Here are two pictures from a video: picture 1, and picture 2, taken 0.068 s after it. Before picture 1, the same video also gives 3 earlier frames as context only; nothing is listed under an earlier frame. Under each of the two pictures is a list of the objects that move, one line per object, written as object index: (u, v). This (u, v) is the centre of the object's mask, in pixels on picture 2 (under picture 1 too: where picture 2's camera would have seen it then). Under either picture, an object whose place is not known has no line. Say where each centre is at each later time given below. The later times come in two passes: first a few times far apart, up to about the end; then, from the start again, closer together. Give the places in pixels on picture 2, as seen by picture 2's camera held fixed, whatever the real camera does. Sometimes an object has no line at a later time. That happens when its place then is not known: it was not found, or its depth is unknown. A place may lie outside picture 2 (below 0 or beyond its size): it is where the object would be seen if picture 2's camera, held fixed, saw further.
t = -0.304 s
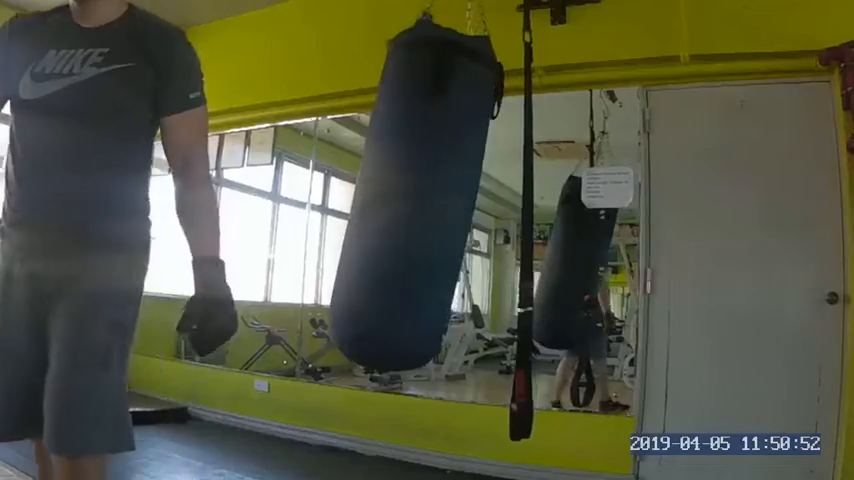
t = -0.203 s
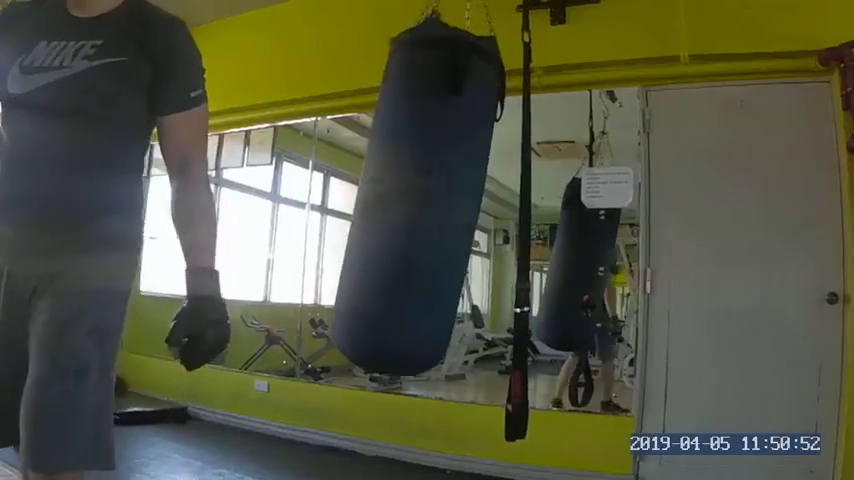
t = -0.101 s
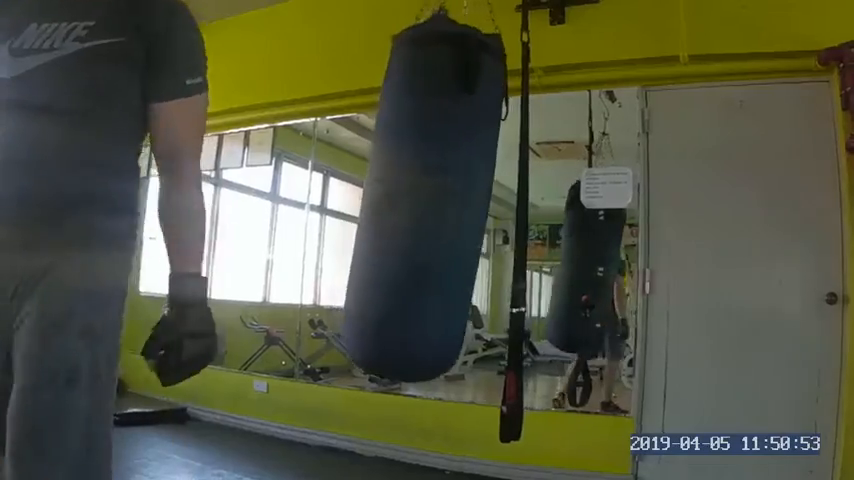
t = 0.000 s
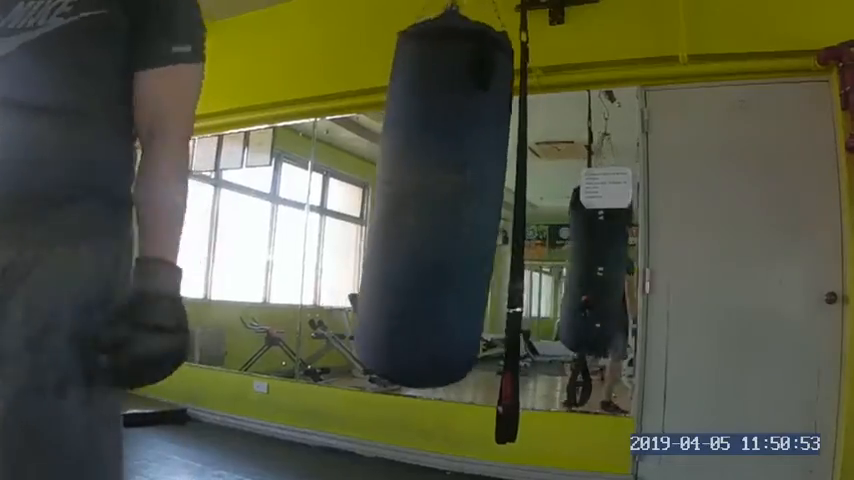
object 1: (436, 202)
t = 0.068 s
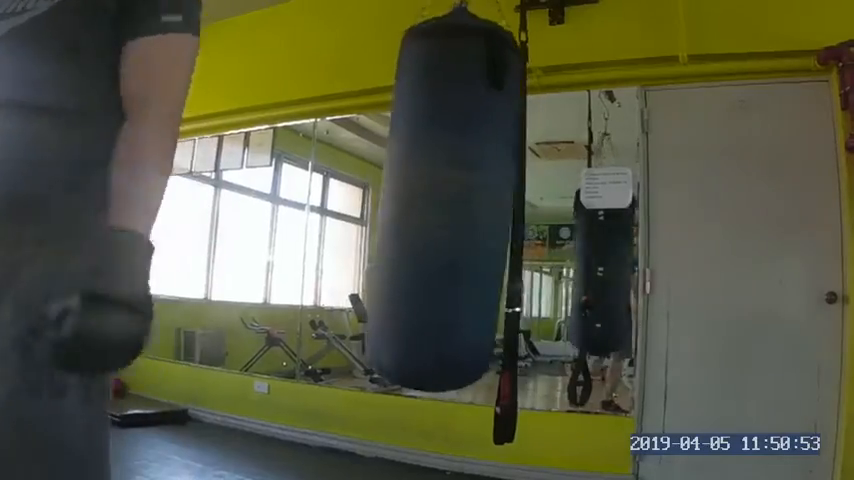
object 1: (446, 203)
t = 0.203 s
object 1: (468, 201)
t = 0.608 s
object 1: (517, 191)
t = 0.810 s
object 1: (513, 192)
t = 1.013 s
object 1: (498, 195)
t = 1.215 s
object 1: (471, 200)
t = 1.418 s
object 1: (444, 201)
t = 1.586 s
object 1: (427, 198)
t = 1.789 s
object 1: (417, 194)
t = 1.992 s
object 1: (418, 196)
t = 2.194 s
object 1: (429, 200)
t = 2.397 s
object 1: (452, 204)
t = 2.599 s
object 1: (478, 202)
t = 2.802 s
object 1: (502, 199)
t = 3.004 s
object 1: (512, 199)
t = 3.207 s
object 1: (506, 199)
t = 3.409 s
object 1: (486, 200)
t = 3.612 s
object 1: (459, 202)
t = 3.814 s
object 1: (435, 200)
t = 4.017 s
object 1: (421, 198)
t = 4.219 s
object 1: (418, 198)
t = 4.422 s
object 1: (427, 199)
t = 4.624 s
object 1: (445, 203)
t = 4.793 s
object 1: (464, 205)
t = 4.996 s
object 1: (488, 201)
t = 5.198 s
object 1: (504, 198)
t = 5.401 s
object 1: (506, 196)
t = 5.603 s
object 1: (491, 197)
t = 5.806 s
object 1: (467, 198)
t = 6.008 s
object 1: (443, 198)
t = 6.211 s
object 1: (425, 198)
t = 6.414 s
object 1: (420, 197)
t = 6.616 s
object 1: (426, 197)
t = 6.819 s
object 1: (441, 200)
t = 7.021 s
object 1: (461, 204)
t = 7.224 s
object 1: (483, 204)
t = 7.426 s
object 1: (499, 201)
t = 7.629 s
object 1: (503, 199)
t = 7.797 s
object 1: (496, 200)
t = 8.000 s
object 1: (474, 200)
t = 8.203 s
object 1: (450, 200)
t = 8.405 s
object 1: (428, 199)
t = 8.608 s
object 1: (417, 199)
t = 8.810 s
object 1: (421, 198)
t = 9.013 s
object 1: (433, 200)
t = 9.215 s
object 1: (453, 203)
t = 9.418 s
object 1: (476, 204)
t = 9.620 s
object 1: (494, 203)
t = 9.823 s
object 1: (502, 201)
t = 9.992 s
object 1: (499, 200)
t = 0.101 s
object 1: (452, 204)
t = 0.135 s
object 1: (457, 204)
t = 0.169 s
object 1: (462, 202)
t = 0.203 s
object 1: (468, 201)
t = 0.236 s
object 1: (474, 201)
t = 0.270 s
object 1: (481, 199)
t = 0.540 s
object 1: (515, 192)
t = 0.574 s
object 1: (516, 192)
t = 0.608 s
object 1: (517, 191)
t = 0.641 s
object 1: (517, 191)
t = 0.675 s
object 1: (516, 191)
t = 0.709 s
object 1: (516, 191)
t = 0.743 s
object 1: (515, 192)
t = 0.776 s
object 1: (513, 192)
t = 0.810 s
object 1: (513, 192)
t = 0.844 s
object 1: (513, 193)
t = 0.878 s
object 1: (510, 193)
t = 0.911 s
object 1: (508, 194)
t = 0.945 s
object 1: (504, 195)
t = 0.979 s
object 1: (500, 195)
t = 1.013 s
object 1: (498, 195)
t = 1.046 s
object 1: (494, 196)
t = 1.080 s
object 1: (489, 198)
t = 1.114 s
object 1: (486, 200)
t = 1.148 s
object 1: (481, 201)
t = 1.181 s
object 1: (476, 200)
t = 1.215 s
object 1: (471, 200)
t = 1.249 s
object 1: (466, 200)
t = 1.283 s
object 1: (462, 202)
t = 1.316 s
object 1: (456, 201)
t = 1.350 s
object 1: (452, 200)
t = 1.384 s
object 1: (447, 201)
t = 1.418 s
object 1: (444, 201)
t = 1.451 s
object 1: (440, 199)
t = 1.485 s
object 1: (437, 199)
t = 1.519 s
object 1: (433, 199)
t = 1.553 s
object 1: (430, 198)
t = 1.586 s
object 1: (427, 198)
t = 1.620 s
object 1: (425, 196)
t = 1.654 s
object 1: (422, 196)
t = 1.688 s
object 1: (421, 195)
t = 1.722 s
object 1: (419, 194)
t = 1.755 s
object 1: (417, 195)
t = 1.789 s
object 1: (417, 194)
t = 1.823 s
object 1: (416, 195)
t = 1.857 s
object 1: (416, 195)
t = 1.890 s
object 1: (416, 195)
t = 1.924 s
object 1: (416, 195)
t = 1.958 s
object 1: (417, 196)
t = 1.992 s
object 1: (418, 196)
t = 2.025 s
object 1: (419, 196)
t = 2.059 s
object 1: (420, 197)
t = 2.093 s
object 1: (422, 198)
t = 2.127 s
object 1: (424, 199)
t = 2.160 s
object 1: (427, 199)
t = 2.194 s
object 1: (429, 200)
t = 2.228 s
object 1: (433, 201)
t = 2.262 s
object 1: (435, 202)
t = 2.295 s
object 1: (439, 203)
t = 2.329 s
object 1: (444, 203)
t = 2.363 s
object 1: (448, 203)
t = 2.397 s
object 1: (452, 204)
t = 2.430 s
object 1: (457, 204)
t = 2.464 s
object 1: (461, 204)
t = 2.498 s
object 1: (465, 204)
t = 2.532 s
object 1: (469, 203)
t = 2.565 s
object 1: (474, 203)
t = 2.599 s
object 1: (478, 202)
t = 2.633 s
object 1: (483, 202)
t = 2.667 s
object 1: (487, 201)
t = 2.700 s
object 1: (492, 201)
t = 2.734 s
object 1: (495, 200)
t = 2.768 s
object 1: (499, 200)
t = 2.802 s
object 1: (502, 199)
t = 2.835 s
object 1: (506, 199)
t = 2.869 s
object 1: (508, 198)
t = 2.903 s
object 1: (509, 199)
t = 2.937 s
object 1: (511, 198)
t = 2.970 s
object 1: (512, 199)
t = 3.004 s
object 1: (512, 199)
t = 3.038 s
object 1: (512, 199)
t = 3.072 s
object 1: (512, 199)
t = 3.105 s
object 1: (511, 199)
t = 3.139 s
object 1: (511, 199)
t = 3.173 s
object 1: (508, 199)
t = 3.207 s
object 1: (506, 199)
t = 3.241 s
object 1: (504, 200)
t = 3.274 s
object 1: (500, 200)
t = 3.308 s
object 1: (497, 199)
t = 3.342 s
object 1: (493, 200)
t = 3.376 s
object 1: (489, 200)
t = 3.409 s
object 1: (486, 200)
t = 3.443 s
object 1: (481, 200)
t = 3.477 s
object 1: (476, 201)
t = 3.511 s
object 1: (472, 201)
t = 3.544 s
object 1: (467, 201)
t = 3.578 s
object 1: (462, 202)
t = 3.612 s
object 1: (459, 202)
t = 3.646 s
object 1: (455, 202)
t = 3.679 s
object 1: (450, 202)
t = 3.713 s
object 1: (446, 201)
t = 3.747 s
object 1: (442, 201)
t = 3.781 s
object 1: (437, 201)
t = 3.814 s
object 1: (435, 200)
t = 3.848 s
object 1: (431, 200)
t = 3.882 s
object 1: (429, 199)
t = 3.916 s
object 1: (426, 199)
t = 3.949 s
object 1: (424, 198)
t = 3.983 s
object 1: (422, 198)
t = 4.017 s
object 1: (421, 198)
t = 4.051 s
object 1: (420, 197)
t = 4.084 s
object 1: (419, 197)
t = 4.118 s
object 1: (418, 197)
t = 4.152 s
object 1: (418, 197)
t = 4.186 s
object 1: (419, 197)
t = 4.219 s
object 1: (418, 198)
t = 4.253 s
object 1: (419, 197)
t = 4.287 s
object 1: (420, 197)
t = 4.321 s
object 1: (421, 198)
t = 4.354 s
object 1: (423, 198)
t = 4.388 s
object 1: (425, 198)
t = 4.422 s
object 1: (427, 199)
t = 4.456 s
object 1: (429, 200)
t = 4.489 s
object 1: (432, 200)
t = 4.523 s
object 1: (434, 201)
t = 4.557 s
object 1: (438, 202)
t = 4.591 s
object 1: (441, 203)
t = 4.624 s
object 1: (445, 203)
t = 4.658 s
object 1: (448, 203)
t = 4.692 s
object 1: (451, 204)
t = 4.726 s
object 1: (456, 203)
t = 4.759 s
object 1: (461, 204)
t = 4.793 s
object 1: (464, 205)
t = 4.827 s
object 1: (468, 204)
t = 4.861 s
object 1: (473, 204)
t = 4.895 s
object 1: (477, 203)
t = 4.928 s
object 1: (480, 202)
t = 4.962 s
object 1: (484, 202)
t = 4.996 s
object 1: (488, 201)
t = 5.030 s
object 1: (492, 201)
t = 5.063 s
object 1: (494, 200)
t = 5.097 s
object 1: (497, 200)
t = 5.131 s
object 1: (500, 199)
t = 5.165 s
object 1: (502, 199)
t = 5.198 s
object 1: (504, 198)
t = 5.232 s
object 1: (505, 197)
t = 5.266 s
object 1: (506, 197)
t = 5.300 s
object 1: (507, 197)
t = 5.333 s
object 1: (506, 196)
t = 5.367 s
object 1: (506, 196)
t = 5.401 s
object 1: (506, 196)
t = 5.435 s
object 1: (505, 196)
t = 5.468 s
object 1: (503, 197)
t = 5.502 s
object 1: (501, 197)
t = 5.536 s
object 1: (498, 196)
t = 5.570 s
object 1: (495, 197)
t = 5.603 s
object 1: (491, 197)
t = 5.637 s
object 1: (487, 197)
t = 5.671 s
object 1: (484, 197)
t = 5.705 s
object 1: (480, 198)
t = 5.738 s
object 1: (476, 197)
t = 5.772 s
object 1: (471, 198)
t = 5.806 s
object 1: (467, 198)
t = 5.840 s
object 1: (462, 198)
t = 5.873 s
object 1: (458, 199)
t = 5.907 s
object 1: (454, 200)
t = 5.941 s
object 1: (451, 199)
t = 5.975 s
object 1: (447, 198)
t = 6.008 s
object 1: (443, 198)
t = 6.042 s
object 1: (438, 199)
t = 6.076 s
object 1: (435, 199)
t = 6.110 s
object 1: (432, 198)
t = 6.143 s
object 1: (430, 198)
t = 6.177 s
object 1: (427, 198)
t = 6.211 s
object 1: (425, 198)
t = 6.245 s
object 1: (423, 198)
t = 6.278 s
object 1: (423, 197)
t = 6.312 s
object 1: (421, 197)
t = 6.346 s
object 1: (421, 197)
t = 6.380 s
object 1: (420, 197)
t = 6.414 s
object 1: (420, 197)
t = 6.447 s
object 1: (420, 197)
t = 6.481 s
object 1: (421, 197)
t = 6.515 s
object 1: (421, 197)
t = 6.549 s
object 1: (423, 197)
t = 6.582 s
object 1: (424, 197)
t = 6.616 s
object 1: (426, 197)
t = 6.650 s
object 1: (428, 198)
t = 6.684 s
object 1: (429, 198)
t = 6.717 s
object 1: (431, 199)
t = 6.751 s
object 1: (434, 200)
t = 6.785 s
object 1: (436, 200)
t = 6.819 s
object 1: (441, 200)
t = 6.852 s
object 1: (443, 201)
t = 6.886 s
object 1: (447, 201)
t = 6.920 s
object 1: (451, 202)
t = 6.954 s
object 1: (454, 203)
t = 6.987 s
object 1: (457, 204)
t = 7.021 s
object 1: (461, 204)
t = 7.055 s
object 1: (466, 204)
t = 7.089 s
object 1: (470, 204)
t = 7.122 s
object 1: (473, 204)
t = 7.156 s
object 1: (477, 204)
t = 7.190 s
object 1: (480, 204)
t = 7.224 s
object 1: (483, 204)
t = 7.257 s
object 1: (487, 203)
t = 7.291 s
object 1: (490, 203)
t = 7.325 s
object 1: (493, 203)
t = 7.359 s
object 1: (496, 202)
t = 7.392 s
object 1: (497, 202)
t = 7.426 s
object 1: (499, 201)
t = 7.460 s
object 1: (501, 202)
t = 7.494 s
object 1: (503, 200)
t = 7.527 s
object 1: (503, 200)
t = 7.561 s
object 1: (504, 200)
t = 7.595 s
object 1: (504, 199)
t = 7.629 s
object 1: (503, 199)
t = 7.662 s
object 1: (503, 200)
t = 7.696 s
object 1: (502, 199)
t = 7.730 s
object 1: (501, 200)
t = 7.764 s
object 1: (498, 200)
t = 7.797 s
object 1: (496, 200)
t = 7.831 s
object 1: (493, 199)
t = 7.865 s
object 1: (490, 199)
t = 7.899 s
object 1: (486, 200)
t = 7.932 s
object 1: (483, 200)
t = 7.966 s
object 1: (479, 200)
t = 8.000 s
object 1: (474, 200)
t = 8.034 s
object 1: (471, 200)
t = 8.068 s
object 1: (466, 200)
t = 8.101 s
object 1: (462, 200)
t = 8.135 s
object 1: (457, 200)
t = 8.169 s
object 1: (453, 199)
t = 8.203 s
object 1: (450, 200)
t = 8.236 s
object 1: (445, 199)
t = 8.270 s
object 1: (440, 200)
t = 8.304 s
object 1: (437, 200)
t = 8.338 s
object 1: (433, 199)
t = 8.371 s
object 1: (431, 199)
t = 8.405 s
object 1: (428, 199)
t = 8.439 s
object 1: (426, 198)
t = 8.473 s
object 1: (423, 198)
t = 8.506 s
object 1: (422, 197)
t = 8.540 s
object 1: (420, 198)
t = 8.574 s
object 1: (419, 197)
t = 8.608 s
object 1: (417, 199)
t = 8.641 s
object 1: (417, 199)
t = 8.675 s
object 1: (418, 198)
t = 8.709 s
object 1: (418, 199)
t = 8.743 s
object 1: (419, 197)
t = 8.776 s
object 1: (419, 199)
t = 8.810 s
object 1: (421, 198)
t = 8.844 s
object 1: (422, 198)
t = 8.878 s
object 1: (424, 199)
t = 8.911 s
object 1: (426, 199)
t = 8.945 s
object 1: (429, 199)
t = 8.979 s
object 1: (431, 200)
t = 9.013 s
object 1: (433, 200)
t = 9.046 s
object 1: (436, 200)
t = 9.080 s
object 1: (440, 200)
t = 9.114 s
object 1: (443, 201)
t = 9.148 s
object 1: (447, 202)
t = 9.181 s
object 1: (450, 202)
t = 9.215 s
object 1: (453, 203)
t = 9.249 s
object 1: (457, 204)
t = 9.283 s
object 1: (460, 204)
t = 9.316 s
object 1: (464, 204)
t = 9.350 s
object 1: (467, 205)
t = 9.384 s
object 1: (471, 205)
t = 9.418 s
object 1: (476, 204)
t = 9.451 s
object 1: (480, 204)
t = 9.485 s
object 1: (483, 204)
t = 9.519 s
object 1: (486, 203)
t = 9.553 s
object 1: (489, 203)
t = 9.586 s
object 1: (492, 203)
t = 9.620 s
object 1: (494, 203)
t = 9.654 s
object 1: (496, 203)
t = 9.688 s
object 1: (498, 203)
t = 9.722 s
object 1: (500, 202)
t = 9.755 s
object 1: (501, 202)
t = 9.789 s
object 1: (502, 202)
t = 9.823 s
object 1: (502, 201)
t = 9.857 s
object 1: (503, 201)
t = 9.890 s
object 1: (502, 200)
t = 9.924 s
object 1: (502, 200)
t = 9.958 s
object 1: (501, 199)
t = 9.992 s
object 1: (499, 200)
